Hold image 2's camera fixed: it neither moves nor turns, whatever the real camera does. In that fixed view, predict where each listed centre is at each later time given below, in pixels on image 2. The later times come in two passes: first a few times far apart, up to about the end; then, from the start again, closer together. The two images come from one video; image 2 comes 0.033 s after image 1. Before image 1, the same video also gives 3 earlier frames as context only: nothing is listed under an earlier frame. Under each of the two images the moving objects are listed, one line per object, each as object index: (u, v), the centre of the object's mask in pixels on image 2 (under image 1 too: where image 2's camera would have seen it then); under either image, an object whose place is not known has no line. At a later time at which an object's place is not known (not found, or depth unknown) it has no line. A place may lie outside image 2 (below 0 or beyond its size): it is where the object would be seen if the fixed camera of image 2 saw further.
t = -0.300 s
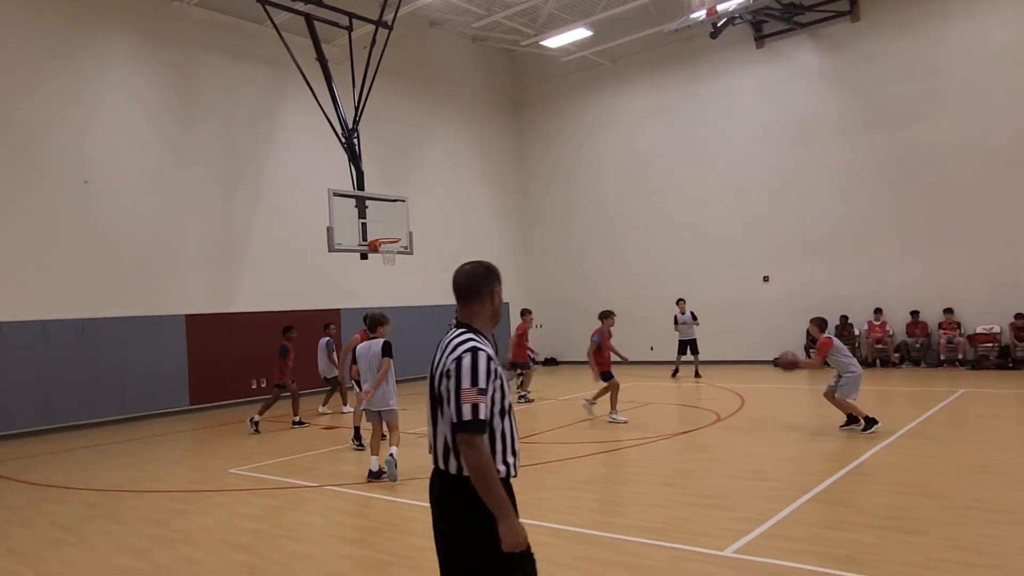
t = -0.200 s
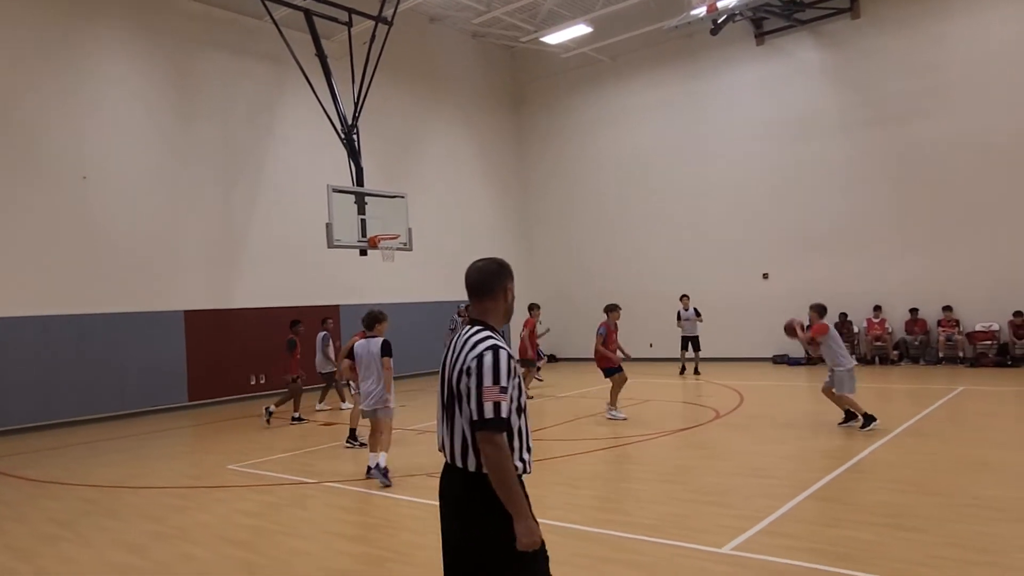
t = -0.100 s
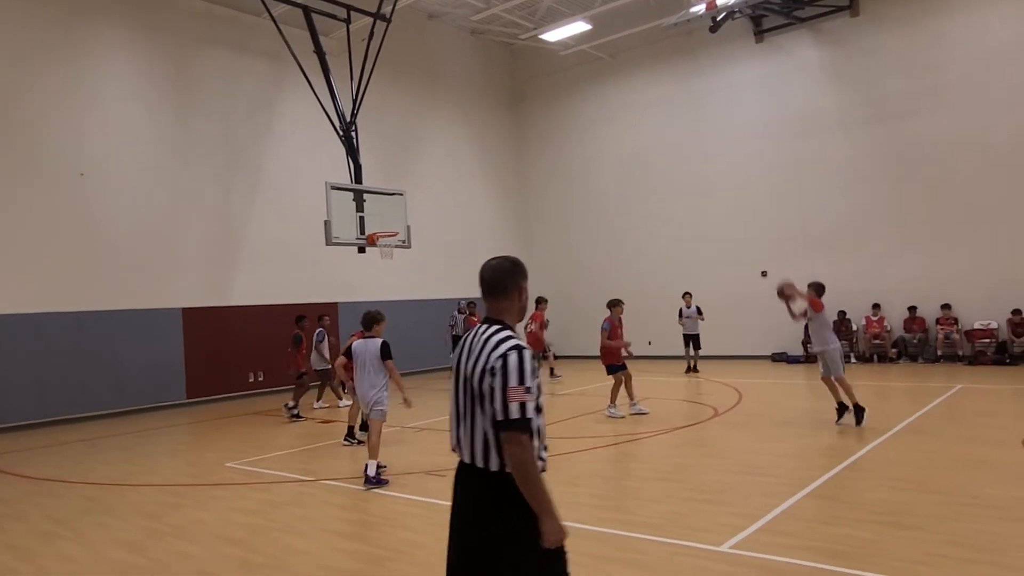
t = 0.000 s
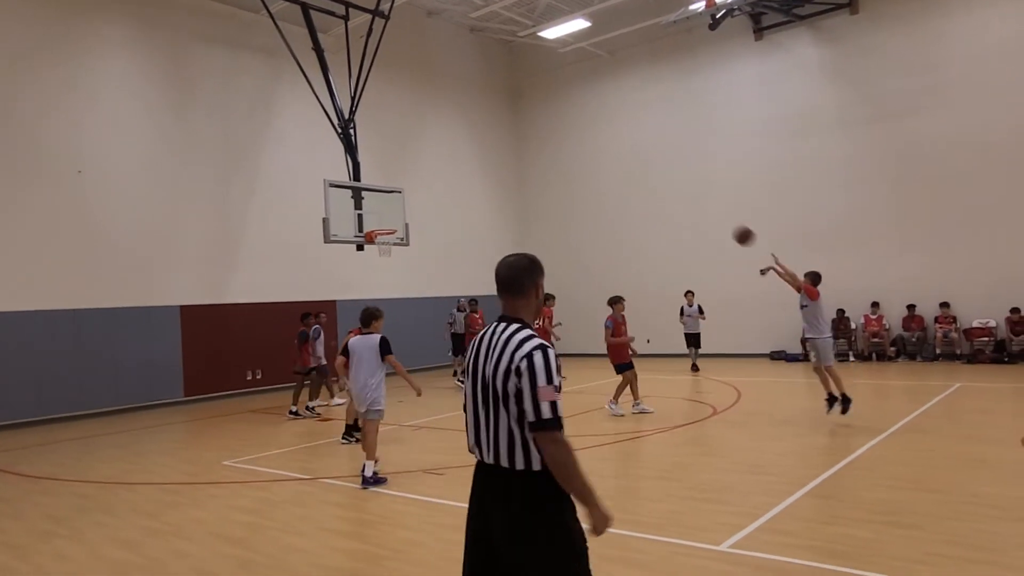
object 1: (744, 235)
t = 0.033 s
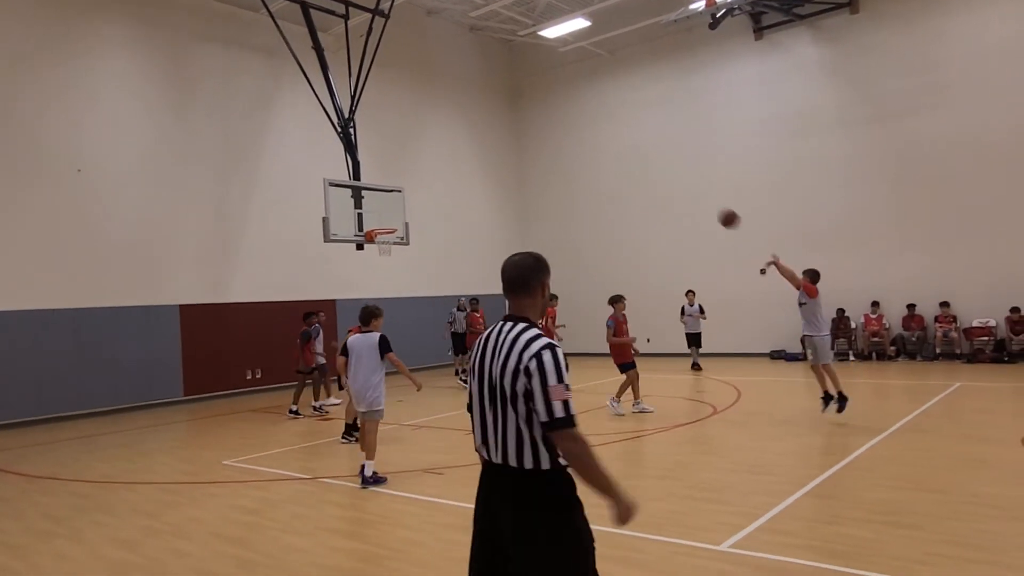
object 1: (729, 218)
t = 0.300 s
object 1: (622, 128)
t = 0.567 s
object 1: (536, 99)
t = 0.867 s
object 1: (459, 121)
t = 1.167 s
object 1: (396, 189)
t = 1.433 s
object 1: (392, 220)
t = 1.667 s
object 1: (432, 224)
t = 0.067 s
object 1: (714, 203)
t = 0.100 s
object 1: (699, 189)
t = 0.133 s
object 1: (686, 176)
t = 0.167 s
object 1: (672, 165)
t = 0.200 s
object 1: (659, 154)
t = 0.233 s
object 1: (647, 144)
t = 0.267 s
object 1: (634, 136)
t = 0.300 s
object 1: (622, 128)
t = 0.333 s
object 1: (610, 122)
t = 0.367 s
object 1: (599, 116)
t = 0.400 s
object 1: (588, 112)
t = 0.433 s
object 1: (577, 107)
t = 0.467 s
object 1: (567, 104)
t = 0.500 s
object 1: (556, 102)
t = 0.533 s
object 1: (546, 100)
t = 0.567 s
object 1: (536, 99)
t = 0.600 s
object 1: (527, 99)
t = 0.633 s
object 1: (518, 100)
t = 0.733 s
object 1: (491, 105)
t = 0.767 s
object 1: (483, 108)
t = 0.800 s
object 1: (475, 112)
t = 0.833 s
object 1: (467, 116)
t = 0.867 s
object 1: (459, 121)
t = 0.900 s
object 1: (451, 127)
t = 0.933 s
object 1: (444, 133)
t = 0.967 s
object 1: (436, 139)
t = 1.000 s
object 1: (429, 146)
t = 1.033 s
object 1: (422, 154)
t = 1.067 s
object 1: (416, 162)
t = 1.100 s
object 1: (409, 171)
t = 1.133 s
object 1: (402, 179)
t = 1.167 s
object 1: (396, 189)
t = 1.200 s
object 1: (390, 199)
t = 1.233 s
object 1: (383, 209)
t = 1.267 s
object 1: (377, 219)
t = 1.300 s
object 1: (376, 224)
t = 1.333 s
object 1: (380, 222)
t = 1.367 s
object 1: (384, 221)
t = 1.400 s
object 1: (388, 220)
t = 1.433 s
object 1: (392, 220)
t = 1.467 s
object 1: (398, 219)
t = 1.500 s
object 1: (403, 219)
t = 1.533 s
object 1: (409, 219)
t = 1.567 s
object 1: (414, 219)
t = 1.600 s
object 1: (421, 220)
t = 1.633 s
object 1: (426, 222)
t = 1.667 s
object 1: (432, 224)
